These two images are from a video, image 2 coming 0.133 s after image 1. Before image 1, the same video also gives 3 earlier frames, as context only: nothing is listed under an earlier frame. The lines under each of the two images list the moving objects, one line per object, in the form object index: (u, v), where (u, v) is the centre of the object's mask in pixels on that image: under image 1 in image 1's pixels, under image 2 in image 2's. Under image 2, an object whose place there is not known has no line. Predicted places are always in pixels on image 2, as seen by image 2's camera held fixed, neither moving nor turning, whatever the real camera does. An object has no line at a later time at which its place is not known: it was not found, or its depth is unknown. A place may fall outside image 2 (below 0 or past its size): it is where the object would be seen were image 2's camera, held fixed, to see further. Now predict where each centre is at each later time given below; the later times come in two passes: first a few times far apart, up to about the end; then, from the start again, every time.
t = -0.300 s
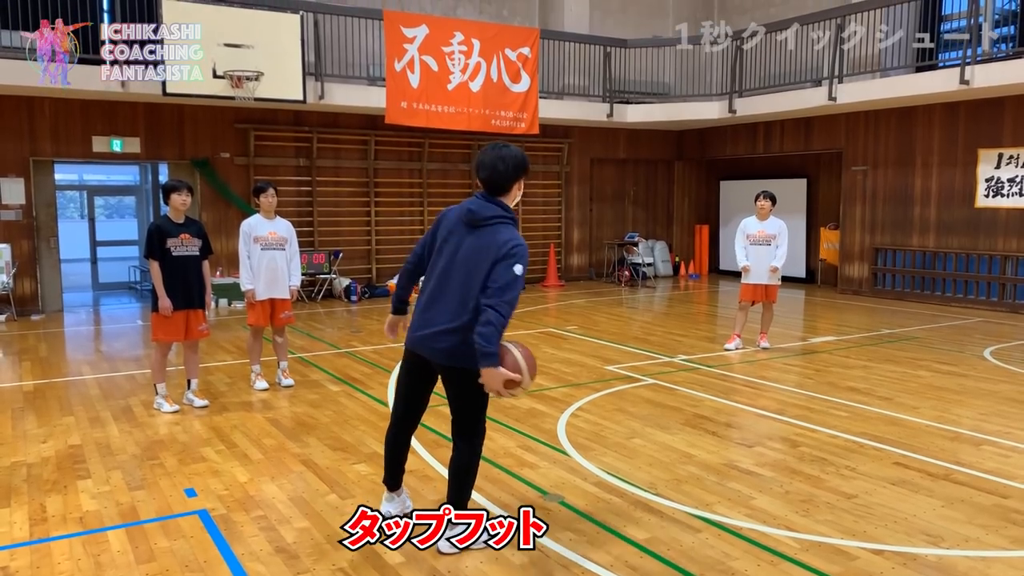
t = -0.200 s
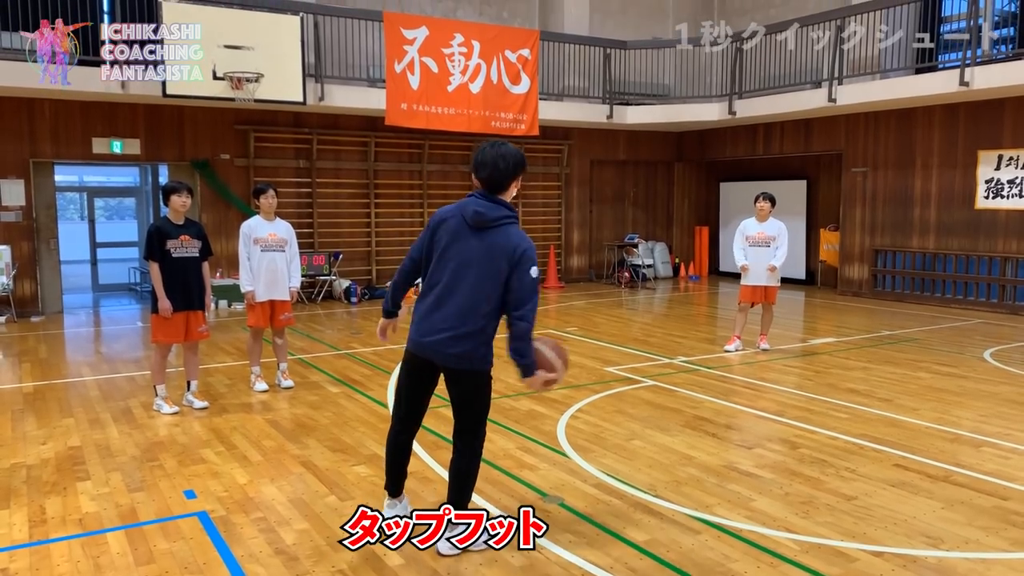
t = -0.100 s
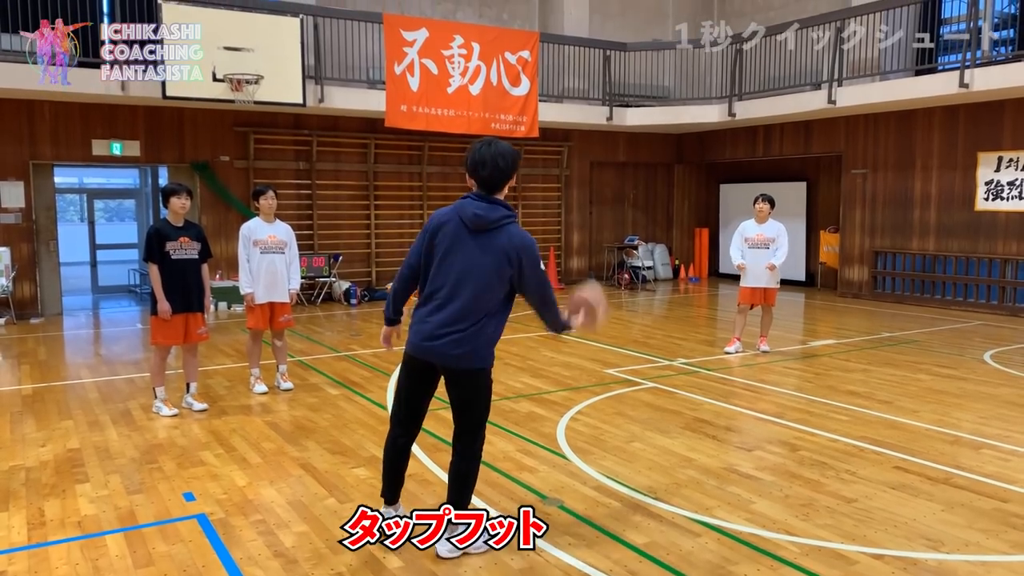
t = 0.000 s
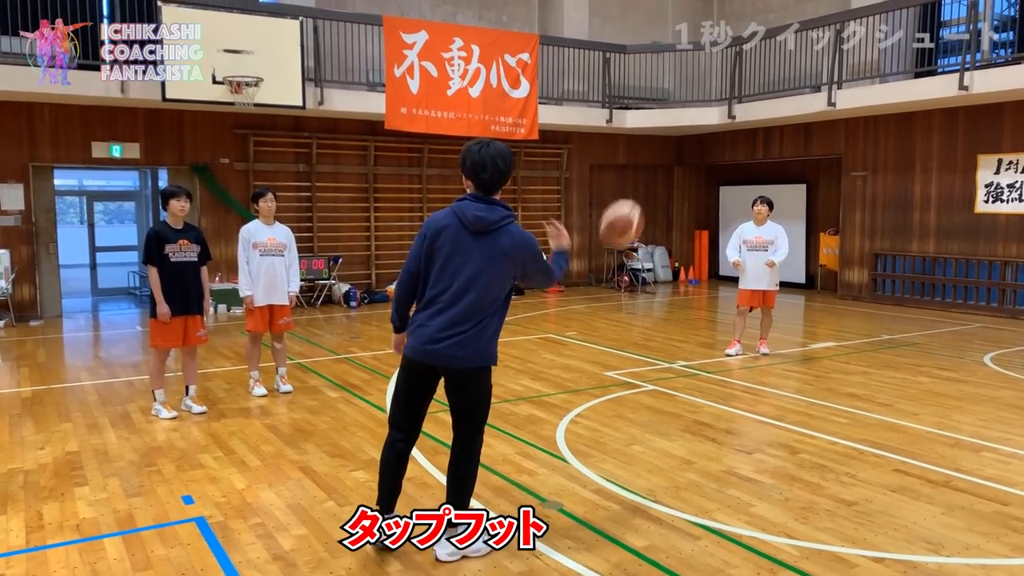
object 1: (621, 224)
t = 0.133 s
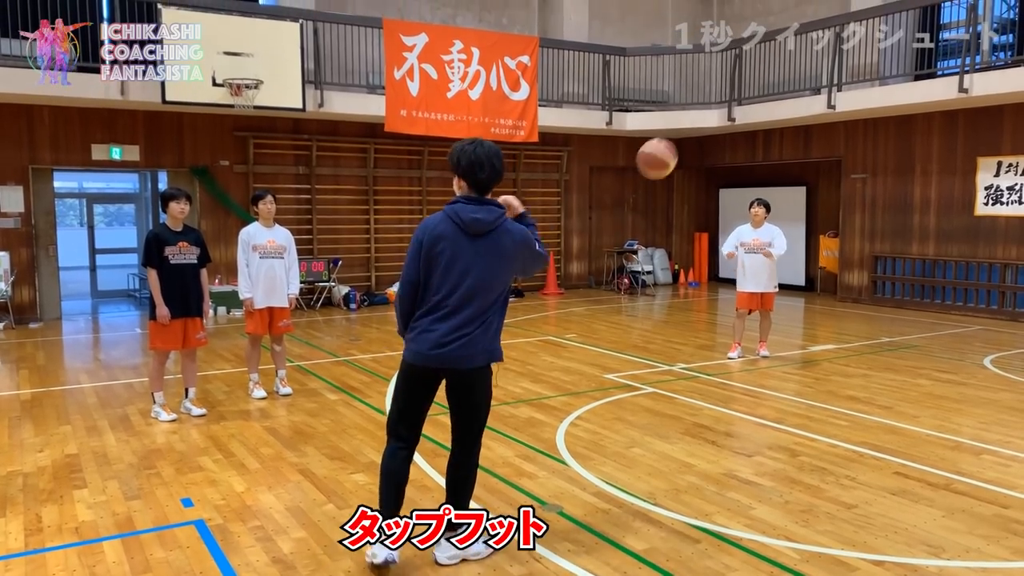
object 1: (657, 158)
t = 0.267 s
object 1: (685, 131)
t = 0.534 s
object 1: (723, 156)
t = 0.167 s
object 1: (664, 148)
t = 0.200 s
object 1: (671, 141)
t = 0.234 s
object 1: (678, 135)
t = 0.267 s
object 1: (685, 131)
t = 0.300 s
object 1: (690, 129)
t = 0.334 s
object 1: (697, 129)
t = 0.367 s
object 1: (702, 130)
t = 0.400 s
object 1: (707, 133)
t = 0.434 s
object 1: (711, 137)
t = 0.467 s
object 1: (716, 142)
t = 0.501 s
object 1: (719, 148)
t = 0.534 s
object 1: (723, 156)
